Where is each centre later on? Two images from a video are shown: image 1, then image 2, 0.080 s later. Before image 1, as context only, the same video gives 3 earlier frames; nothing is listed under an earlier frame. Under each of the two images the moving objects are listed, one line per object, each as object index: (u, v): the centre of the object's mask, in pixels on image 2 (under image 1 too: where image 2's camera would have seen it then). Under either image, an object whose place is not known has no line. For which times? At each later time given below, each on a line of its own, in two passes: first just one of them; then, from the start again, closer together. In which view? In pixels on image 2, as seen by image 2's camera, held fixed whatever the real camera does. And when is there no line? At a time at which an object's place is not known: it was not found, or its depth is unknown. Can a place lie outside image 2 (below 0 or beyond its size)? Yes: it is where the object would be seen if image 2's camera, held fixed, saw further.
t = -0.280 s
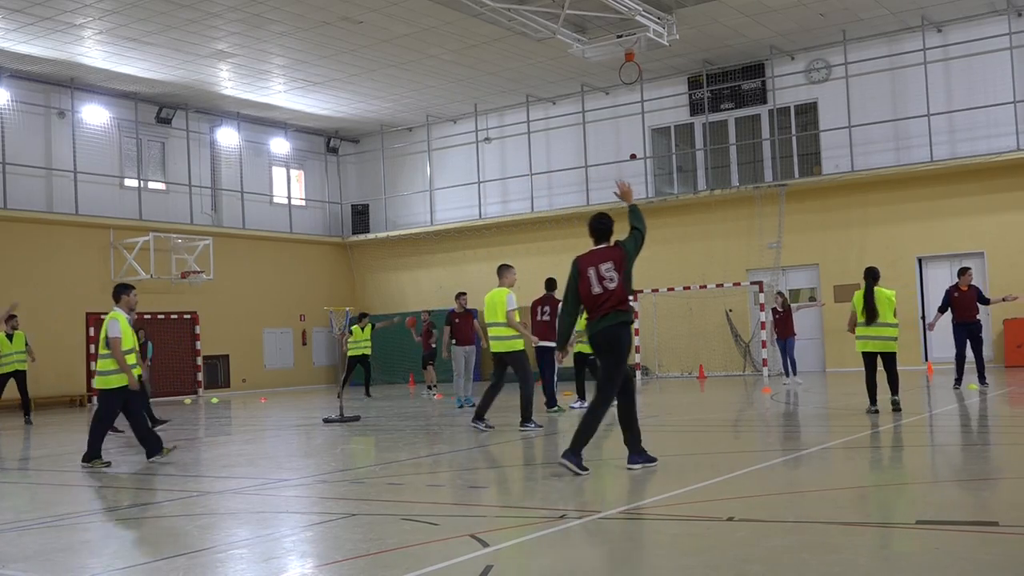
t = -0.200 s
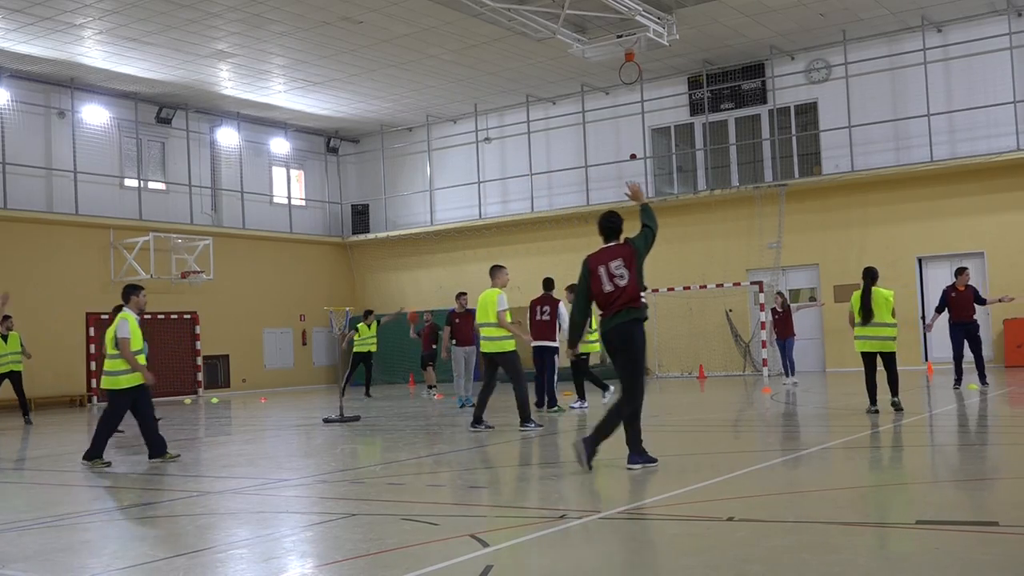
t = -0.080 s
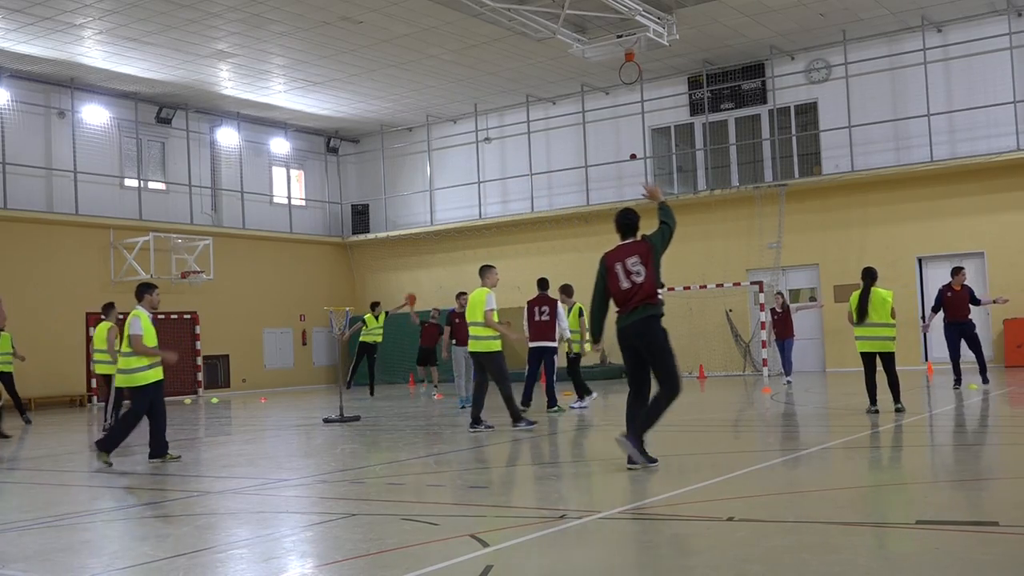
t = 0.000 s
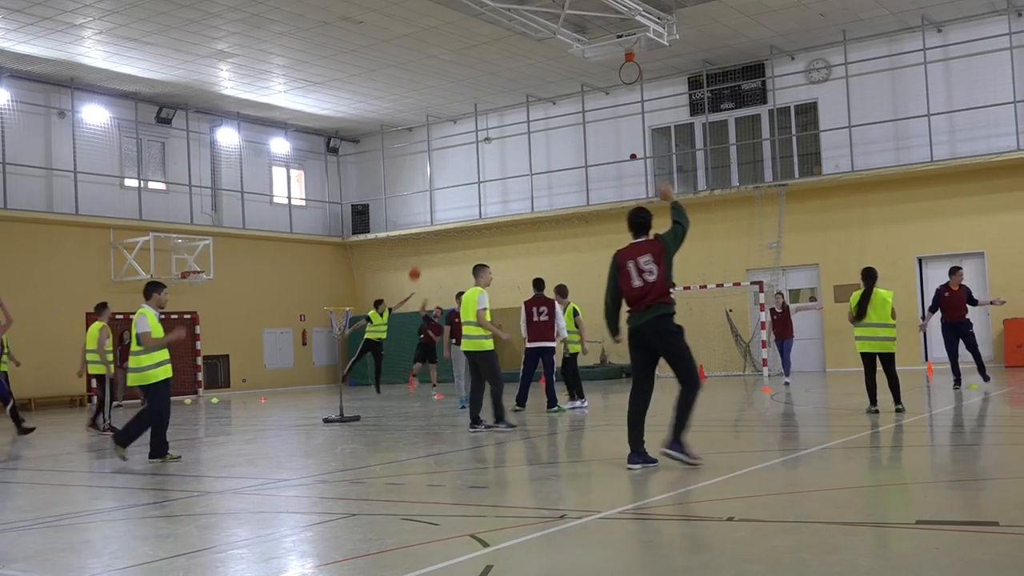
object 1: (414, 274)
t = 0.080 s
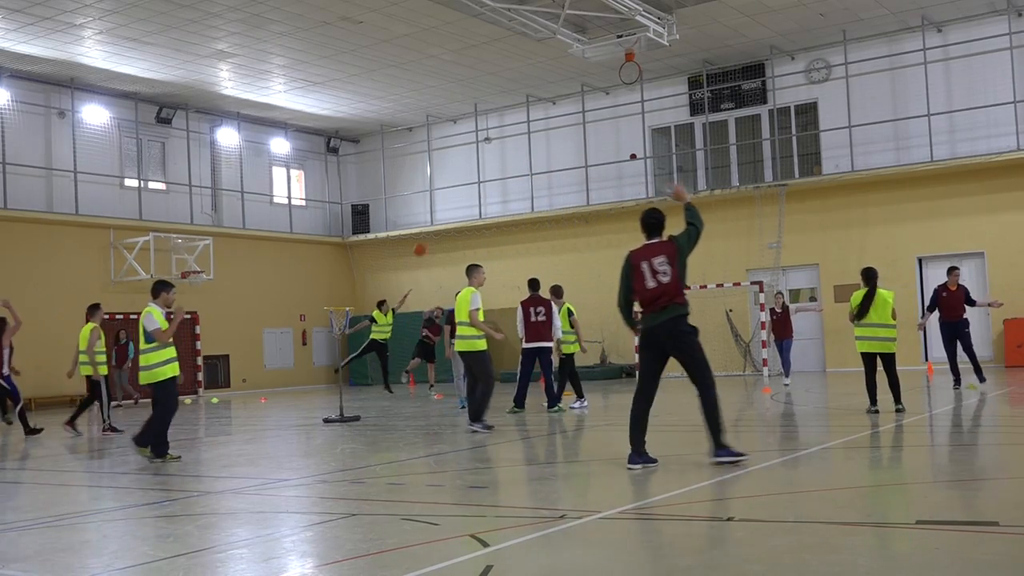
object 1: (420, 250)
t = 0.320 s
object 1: (436, 188)
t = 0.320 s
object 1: (436, 188)
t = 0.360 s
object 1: (439, 179)
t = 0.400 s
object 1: (441, 171)
